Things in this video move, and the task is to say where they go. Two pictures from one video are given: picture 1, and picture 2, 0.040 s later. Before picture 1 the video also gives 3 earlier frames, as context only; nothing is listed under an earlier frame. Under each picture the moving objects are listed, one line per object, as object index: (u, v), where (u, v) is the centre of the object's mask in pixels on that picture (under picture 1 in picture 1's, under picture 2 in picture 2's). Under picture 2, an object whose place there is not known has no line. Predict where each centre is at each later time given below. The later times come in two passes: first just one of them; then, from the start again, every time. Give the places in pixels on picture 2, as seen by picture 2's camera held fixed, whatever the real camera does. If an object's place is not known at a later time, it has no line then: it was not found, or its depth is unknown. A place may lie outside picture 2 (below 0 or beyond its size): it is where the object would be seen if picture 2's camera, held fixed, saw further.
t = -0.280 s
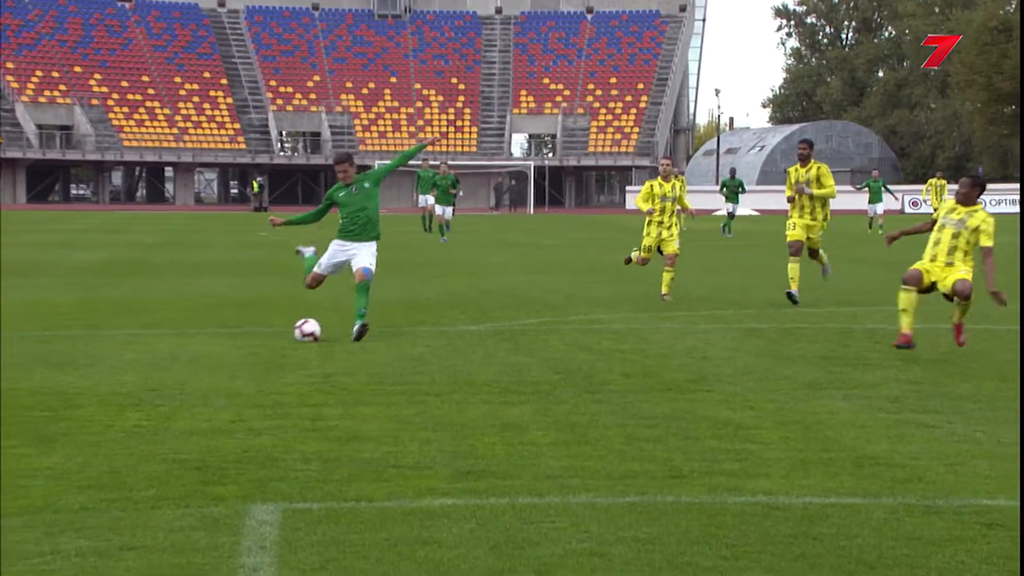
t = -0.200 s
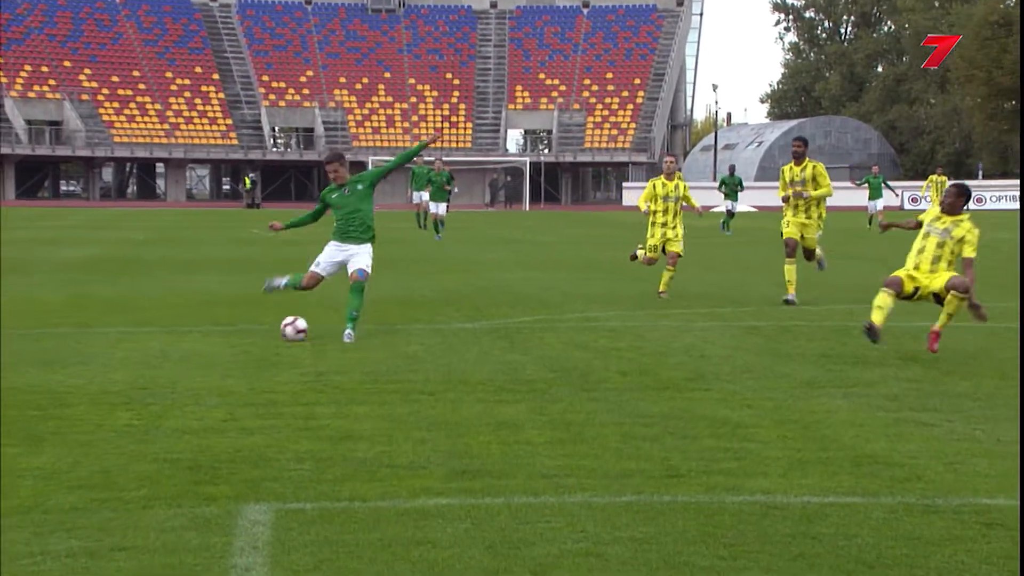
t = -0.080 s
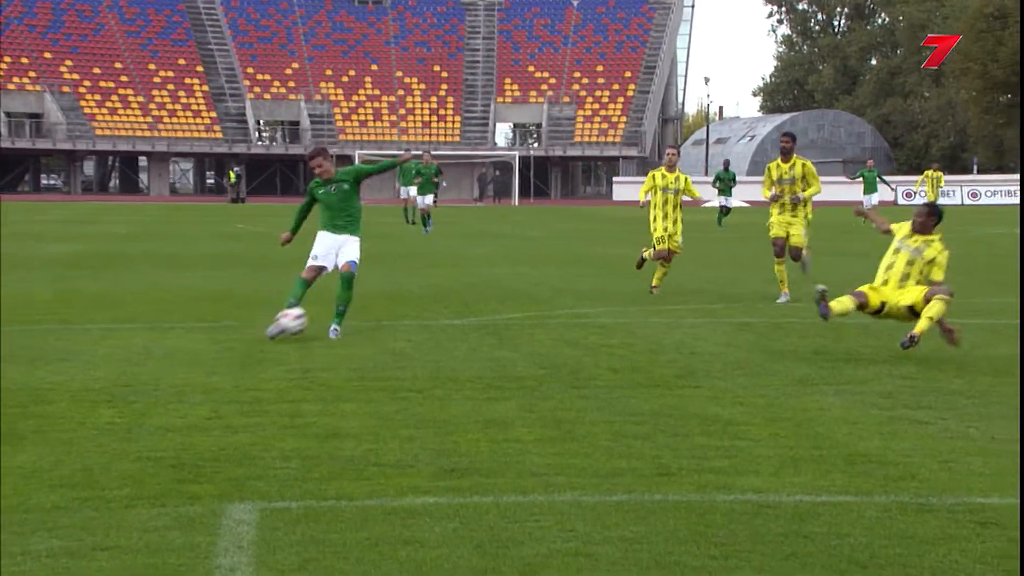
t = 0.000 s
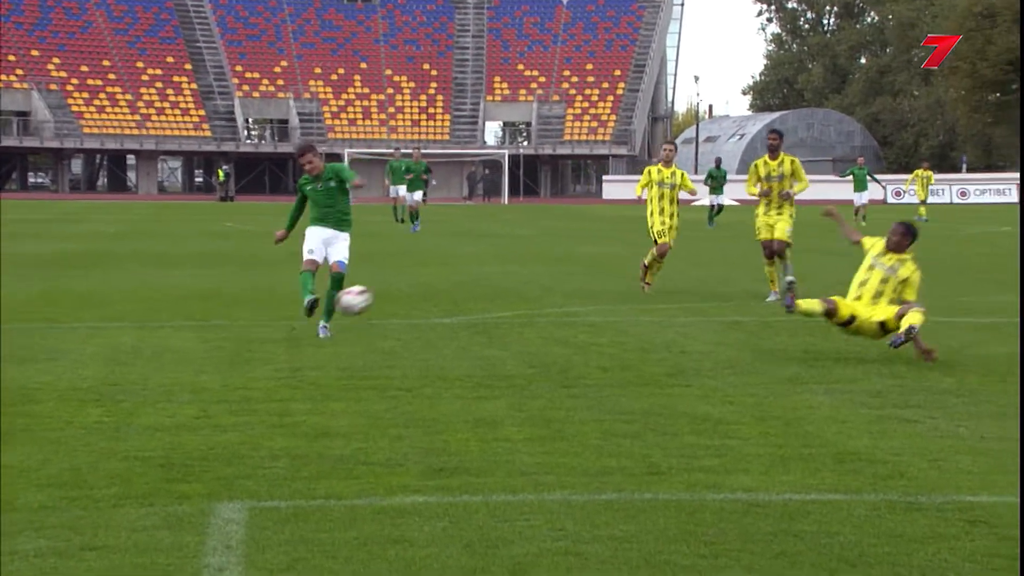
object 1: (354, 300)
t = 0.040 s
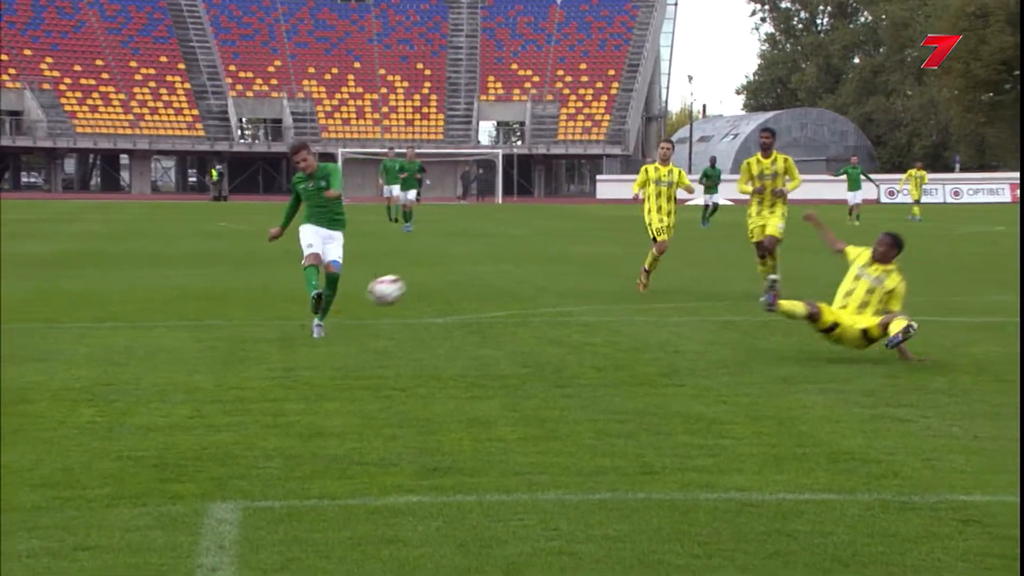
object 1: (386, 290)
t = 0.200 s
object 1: (548, 252)
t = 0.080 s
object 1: (426, 281)
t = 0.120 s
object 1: (466, 271)
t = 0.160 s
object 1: (507, 261)
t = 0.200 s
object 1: (548, 252)
